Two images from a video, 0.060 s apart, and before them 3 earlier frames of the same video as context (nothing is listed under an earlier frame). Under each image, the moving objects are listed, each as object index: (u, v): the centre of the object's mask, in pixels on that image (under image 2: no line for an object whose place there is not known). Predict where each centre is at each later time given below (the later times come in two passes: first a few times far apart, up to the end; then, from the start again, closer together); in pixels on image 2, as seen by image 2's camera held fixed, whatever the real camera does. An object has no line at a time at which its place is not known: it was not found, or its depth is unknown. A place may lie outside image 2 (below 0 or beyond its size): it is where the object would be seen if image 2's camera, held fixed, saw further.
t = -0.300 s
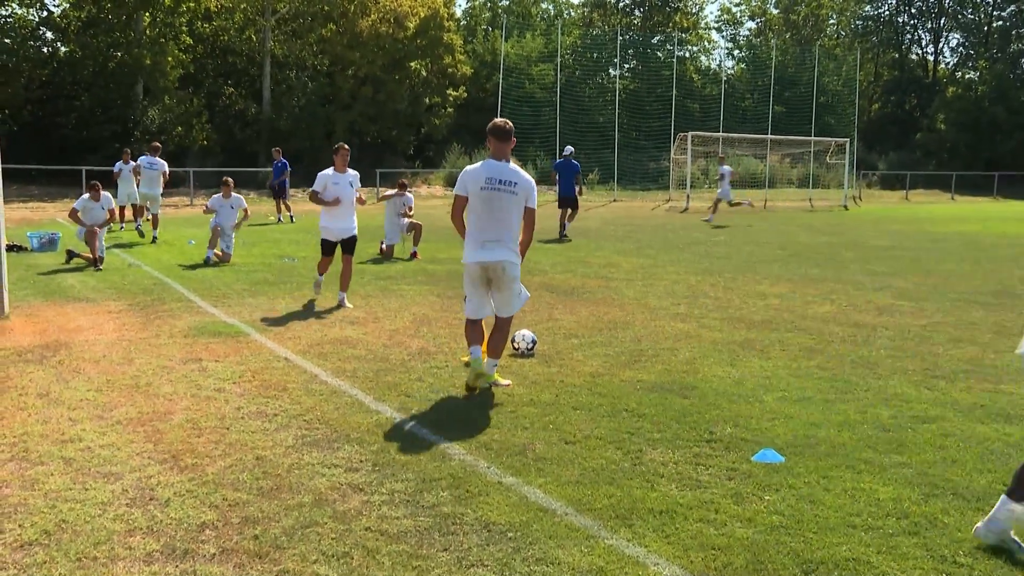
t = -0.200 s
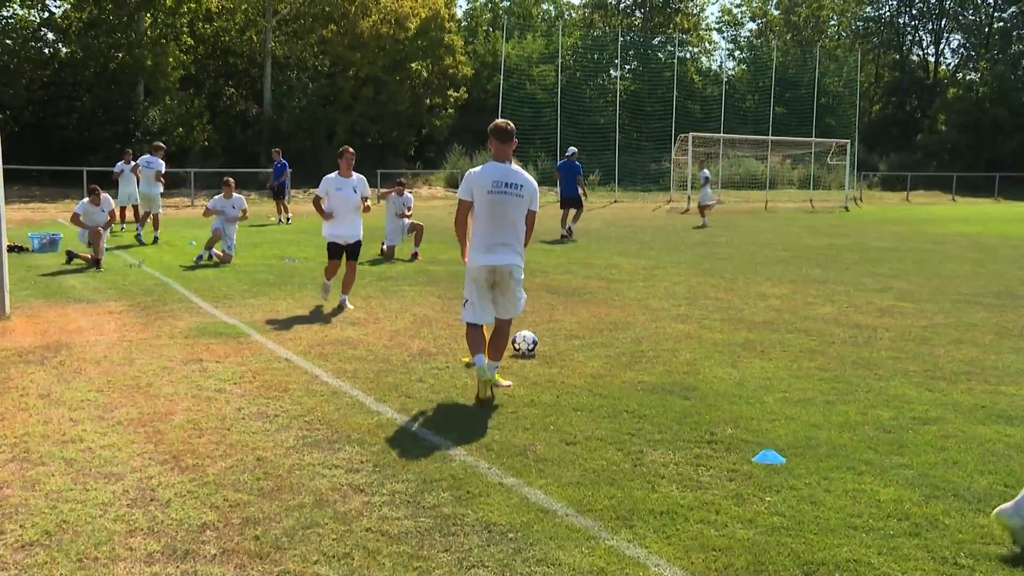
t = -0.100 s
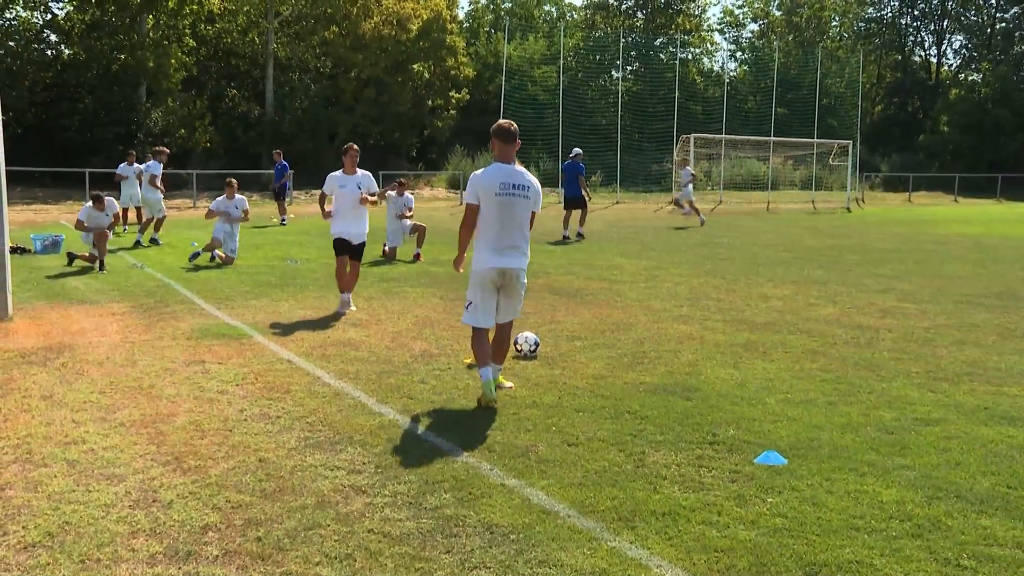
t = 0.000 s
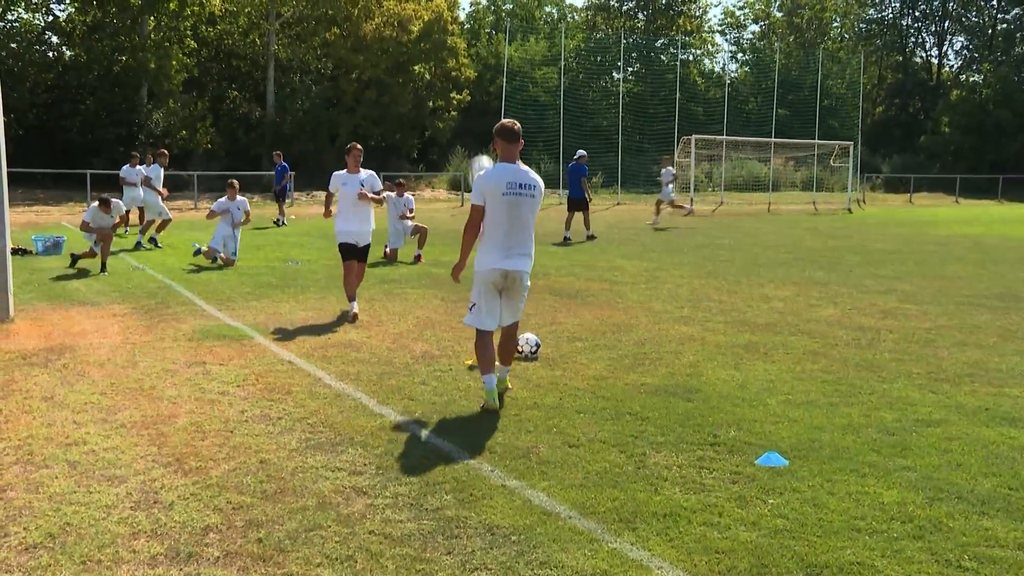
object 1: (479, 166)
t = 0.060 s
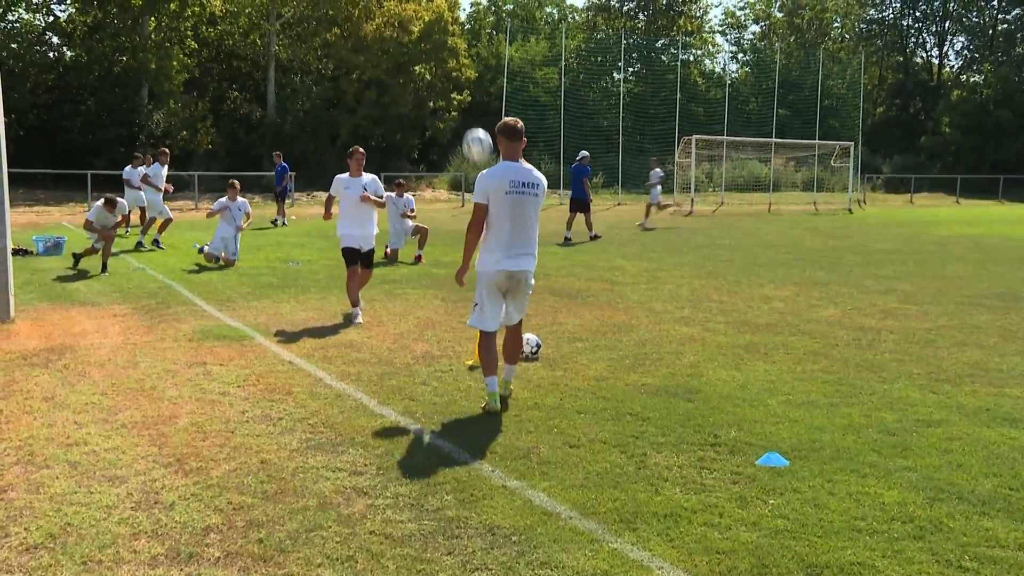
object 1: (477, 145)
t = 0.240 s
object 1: (460, 90)
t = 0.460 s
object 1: (439, 82)
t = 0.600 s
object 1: (426, 110)
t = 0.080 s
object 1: (475, 137)
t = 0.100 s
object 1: (473, 129)
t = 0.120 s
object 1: (471, 122)
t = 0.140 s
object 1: (470, 116)
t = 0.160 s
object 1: (468, 110)
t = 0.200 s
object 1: (464, 98)
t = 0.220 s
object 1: (462, 94)
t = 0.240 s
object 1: (460, 90)
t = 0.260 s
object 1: (458, 87)
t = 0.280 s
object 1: (456, 84)
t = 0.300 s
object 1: (454, 82)
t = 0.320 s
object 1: (453, 79)
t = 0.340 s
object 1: (451, 78)
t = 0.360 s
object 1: (449, 78)
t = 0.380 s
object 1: (447, 77)
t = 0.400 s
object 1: (445, 78)
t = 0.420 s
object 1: (443, 79)
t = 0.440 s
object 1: (441, 80)
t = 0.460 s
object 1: (439, 82)
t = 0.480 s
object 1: (437, 84)
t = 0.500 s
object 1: (435, 88)
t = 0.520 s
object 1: (434, 91)
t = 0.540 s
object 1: (432, 95)
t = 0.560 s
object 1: (430, 100)
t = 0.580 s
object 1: (428, 105)
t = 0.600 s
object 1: (426, 110)
